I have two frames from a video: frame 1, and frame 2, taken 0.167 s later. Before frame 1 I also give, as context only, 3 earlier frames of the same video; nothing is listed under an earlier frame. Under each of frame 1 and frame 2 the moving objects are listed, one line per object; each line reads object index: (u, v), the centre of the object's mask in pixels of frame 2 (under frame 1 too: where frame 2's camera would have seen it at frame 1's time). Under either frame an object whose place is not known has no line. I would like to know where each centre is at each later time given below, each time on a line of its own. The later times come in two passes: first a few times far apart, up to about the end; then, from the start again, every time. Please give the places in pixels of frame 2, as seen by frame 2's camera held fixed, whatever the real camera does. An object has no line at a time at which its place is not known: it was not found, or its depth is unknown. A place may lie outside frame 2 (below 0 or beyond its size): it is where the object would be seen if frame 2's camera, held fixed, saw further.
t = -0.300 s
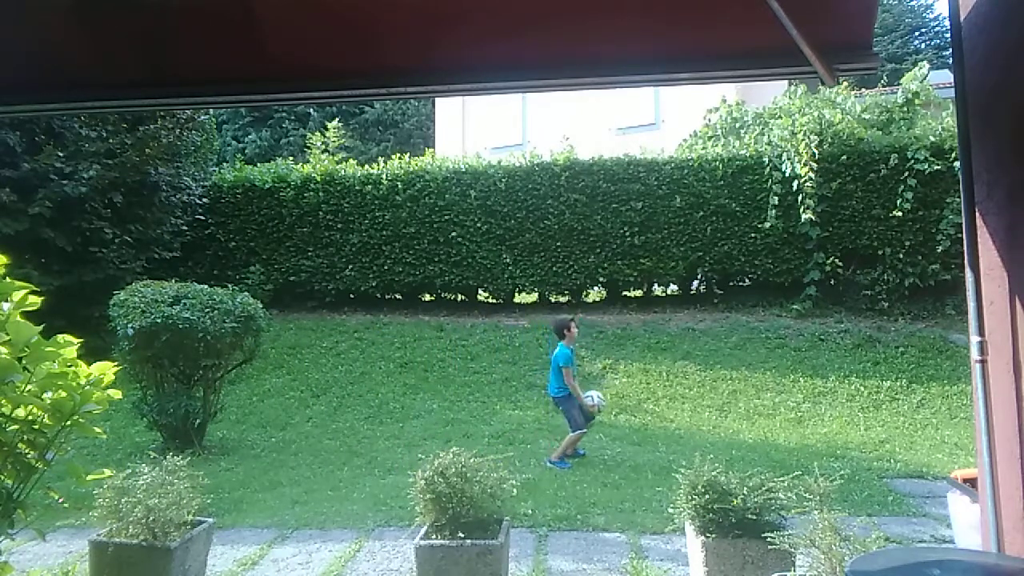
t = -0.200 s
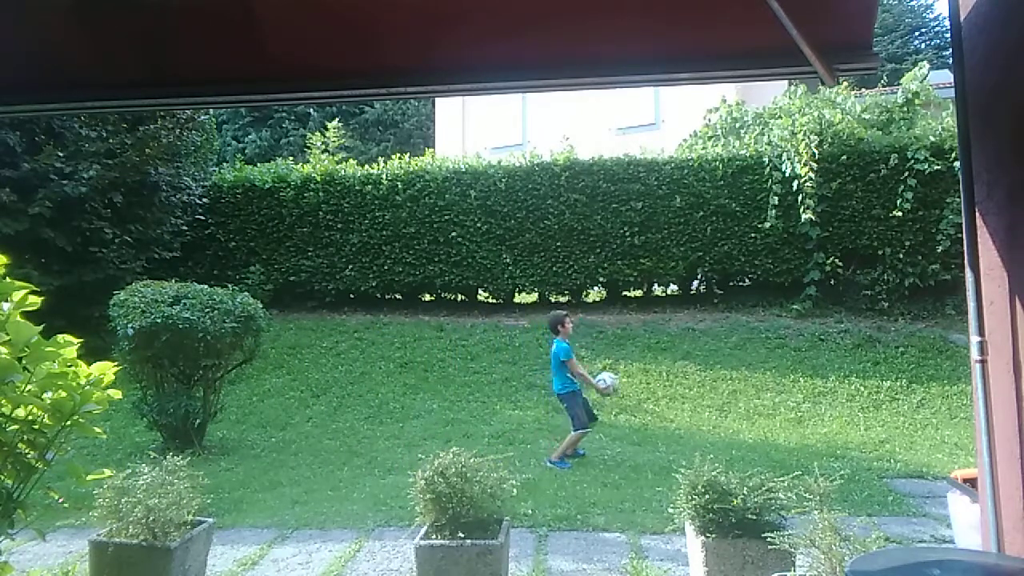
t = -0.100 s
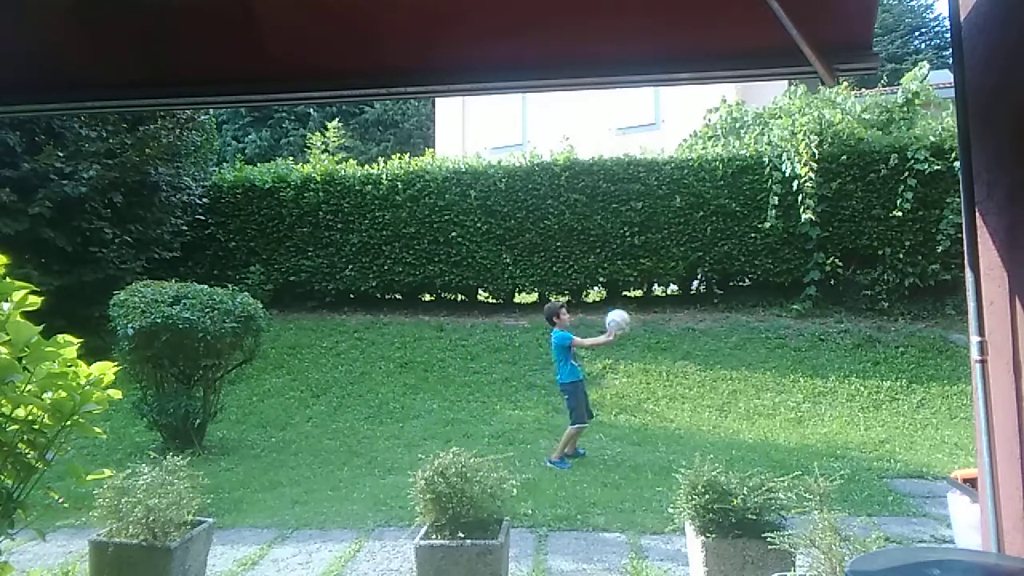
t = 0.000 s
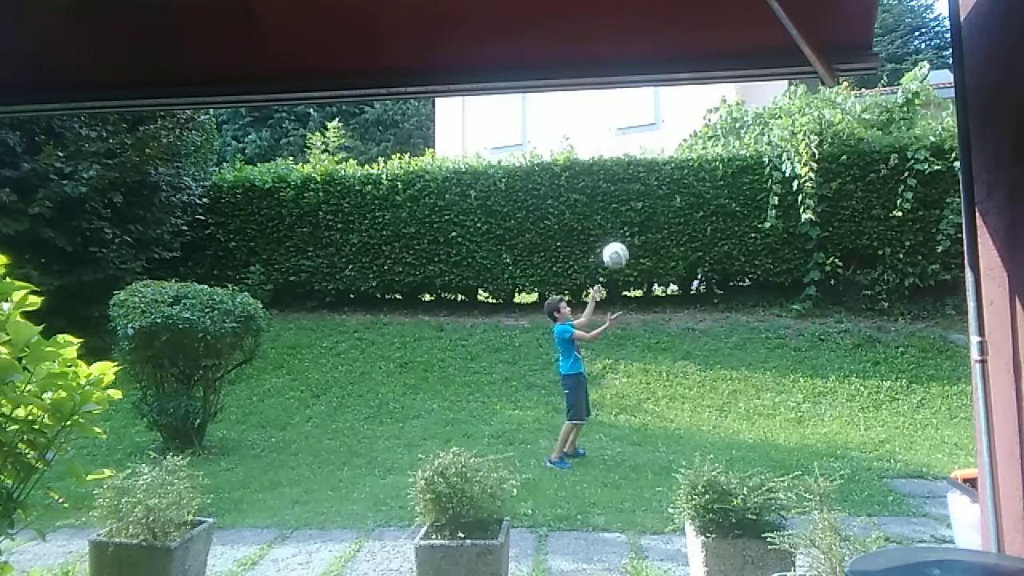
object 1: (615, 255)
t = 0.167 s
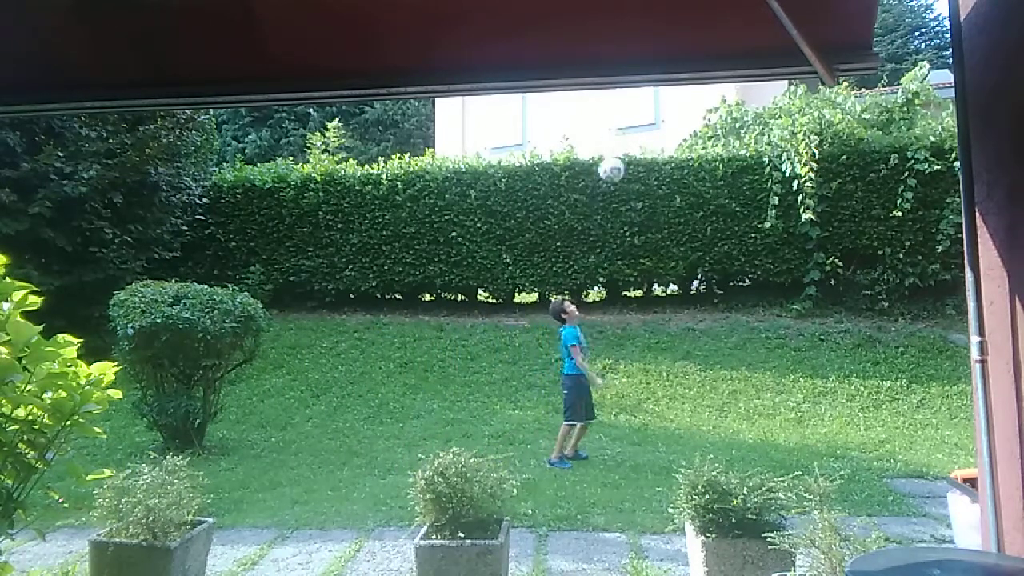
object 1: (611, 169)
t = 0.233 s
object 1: (611, 147)
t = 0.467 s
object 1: (605, 95)
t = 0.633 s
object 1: (600, 93)
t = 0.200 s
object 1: (609, 158)
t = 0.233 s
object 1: (611, 147)
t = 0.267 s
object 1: (611, 136)
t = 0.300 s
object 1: (610, 126)
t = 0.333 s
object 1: (609, 118)
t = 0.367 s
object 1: (608, 110)
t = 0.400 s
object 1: (607, 103)
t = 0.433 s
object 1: (606, 98)
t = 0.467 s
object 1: (605, 95)
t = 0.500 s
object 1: (604, 94)
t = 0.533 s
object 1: (602, 92)
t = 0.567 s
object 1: (601, 92)
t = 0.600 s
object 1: (601, 93)
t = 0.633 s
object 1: (600, 93)
